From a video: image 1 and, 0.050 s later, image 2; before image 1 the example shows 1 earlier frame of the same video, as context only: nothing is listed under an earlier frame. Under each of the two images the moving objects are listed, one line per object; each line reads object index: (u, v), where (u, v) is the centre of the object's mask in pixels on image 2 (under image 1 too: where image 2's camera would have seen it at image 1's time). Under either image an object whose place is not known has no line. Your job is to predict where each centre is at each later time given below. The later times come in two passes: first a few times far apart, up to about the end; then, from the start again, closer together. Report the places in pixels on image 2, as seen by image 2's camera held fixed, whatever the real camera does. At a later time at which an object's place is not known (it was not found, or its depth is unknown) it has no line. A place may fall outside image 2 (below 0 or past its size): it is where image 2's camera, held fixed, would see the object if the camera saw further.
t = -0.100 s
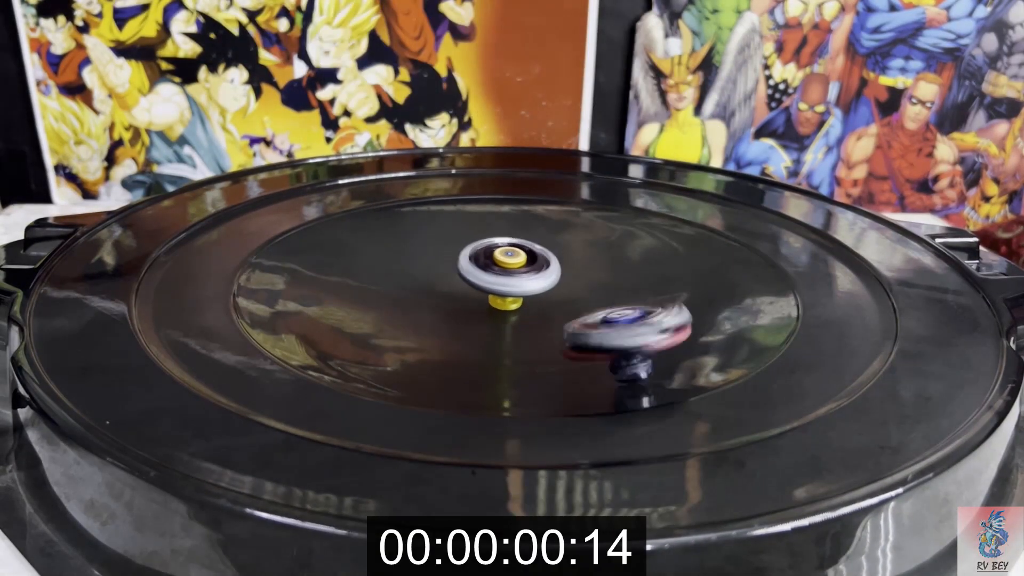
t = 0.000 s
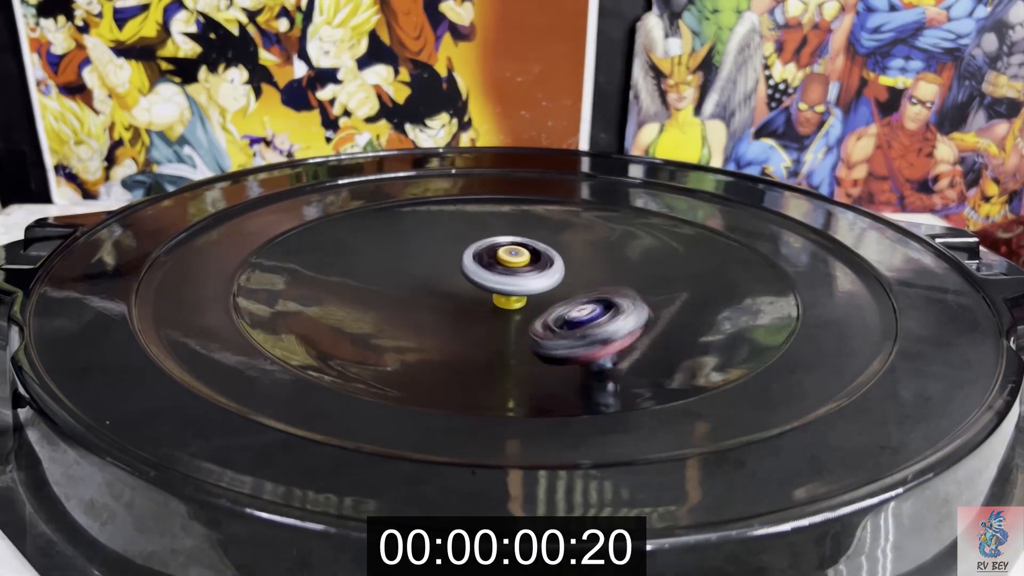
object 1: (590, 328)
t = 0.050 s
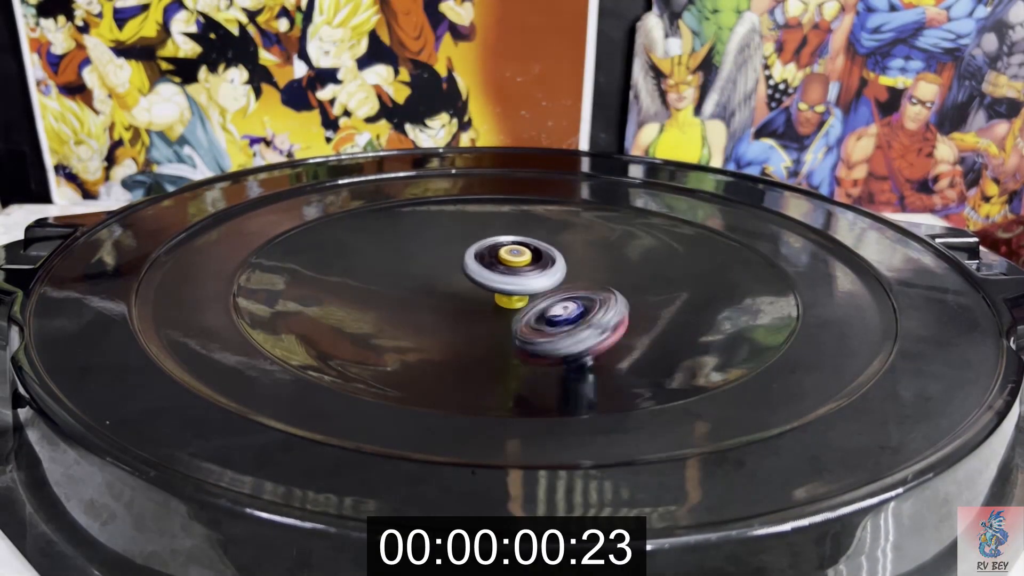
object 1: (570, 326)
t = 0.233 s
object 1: (455, 298)
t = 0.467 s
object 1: (410, 263)
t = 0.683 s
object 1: (418, 262)
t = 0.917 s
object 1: (443, 270)
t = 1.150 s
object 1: (465, 266)
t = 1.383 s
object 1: (475, 243)
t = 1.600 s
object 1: (488, 245)
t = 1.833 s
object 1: (508, 255)
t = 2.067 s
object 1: (548, 261)
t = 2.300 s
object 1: (578, 261)
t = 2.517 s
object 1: (582, 266)
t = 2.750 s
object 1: (575, 275)
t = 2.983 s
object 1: (565, 292)
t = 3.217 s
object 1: (565, 304)
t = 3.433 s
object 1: (563, 305)
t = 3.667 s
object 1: (581, 299)
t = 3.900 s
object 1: (547, 296)
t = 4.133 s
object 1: (597, 299)
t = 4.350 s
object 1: (574, 307)
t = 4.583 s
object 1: (555, 311)
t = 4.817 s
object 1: (537, 312)
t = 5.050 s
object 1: (518, 311)
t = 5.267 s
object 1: (498, 310)
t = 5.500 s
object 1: (483, 306)
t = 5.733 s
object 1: (473, 303)
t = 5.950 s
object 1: (468, 298)
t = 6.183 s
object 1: (465, 294)
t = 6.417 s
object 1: (460, 286)
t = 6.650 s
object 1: (454, 274)
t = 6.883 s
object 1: (458, 272)
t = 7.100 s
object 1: (472, 270)
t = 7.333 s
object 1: (495, 267)
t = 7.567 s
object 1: (512, 263)
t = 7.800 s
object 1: (532, 254)
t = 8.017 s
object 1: (538, 256)
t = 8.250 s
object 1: (544, 268)
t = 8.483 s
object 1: (562, 284)
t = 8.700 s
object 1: (603, 293)
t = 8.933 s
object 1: (635, 291)
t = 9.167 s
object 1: (612, 289)
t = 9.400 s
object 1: (536, 305)
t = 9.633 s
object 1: (452, 302)
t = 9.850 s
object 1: (433, 301)
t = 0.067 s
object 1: (564, 323)
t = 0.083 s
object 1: (556, 321)
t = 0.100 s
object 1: (548, 319)
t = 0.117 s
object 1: (539, 317)
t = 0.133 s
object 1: (530, 312)
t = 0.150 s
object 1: (515, 311)
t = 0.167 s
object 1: (500, 308)
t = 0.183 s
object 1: (486, 307)
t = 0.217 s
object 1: (464, 301)
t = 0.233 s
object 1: (455, 298)
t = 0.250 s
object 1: (447, 294)
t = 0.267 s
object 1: (439, 290)
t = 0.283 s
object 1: (432, 287)
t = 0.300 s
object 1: (427, 282)
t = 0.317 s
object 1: (423, 279)
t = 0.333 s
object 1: (420, 276)
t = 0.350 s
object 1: (418, 273)
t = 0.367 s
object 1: (417, 270)
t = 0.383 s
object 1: (416, 268)
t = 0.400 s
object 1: (414, 267)
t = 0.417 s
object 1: (412, 266)
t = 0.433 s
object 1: (411, 265)
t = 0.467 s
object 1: (410, 263)
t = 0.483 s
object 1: (409, 262)
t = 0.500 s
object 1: (410, 261)
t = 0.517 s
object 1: (409, 262)
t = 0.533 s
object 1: (410, 261)
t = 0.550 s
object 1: (410, 260)
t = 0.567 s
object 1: (410, 260)
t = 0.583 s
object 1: (411, 260)
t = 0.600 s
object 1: (412, 261)
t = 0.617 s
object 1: (414, 261)
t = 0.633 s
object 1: (415, 261)
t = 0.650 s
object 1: (416, 261)
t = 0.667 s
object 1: (417, 262)
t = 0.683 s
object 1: (418, 262)
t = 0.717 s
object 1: (422, 263)
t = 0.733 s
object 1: (424, 264)
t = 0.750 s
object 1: (425, 265)
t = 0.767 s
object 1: (424, 265)
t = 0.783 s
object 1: (423, 265)
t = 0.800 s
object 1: (424, 265)
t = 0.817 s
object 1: (427, 266)
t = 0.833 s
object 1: (429, 267)
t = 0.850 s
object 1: (433, 268)
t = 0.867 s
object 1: (436, 269)
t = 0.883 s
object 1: (438, 269)
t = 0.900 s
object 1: (440, 270)
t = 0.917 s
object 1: (443, 270)
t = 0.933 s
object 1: (443, 269)
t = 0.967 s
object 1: (441, 267)
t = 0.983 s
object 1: (444, 267)
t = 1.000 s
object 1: (446, 267)
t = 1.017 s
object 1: (448, 267)
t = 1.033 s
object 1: (450, 268)
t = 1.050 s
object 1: (453, 267)
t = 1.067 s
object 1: (454, 267)
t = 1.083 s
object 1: (457, 267)
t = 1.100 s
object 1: (460, 267)
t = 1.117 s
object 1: (461, 266)
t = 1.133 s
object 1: (464, 266)
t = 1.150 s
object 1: (465, 266)
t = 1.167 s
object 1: (465, 262)
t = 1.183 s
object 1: (463, 258)
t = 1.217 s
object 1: (462, 252)
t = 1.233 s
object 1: (463, 250)
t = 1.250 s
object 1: (464, 249)
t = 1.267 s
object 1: (466, 248)
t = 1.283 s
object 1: (468, 247)
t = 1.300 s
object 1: (469, 246)
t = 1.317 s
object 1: (470, 245)
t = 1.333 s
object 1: (471, 245)
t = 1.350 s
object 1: (472, 244)
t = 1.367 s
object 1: (474, 243)
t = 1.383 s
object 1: (475, 243)
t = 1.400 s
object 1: (476, 243)
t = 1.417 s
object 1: (476, 243)
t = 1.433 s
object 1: (477, 242)
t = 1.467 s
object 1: (479, 243)
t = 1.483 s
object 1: (480, 242)
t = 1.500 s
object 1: (482, 243)
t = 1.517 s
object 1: (482, 243)
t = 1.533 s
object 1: (483, 243)
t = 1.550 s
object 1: (485, 244)
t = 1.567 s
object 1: (486, 244)
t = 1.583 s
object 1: (487, 244)
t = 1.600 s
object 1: (488, 245)
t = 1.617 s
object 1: (489, 246)
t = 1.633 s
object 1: (490, 246)
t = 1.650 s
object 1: (491, 247)
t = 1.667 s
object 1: (492, 247)
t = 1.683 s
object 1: (493, 247)
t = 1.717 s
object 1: (496, 249)
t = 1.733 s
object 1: (497, 250)
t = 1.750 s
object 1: (499, 250)
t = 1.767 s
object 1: (500, 252)
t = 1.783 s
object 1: (502, 252)
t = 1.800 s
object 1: (503, 253)
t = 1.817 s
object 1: (505, 254)
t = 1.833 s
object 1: (508, 255)
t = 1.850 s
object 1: (510, 256)
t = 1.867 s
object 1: (512, 257)
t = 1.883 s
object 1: (515, 259)
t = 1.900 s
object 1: (517, 259)
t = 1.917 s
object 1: (519, 261)
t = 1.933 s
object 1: (521, 262)
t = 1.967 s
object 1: (526, 261)
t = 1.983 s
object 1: (529, 261)
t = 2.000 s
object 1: (532, 261)
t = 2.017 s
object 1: (536, 261)
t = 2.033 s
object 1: (540, 260)
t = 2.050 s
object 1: (544, 260)
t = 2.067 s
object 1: (548, 261)
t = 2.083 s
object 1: (551, 261)
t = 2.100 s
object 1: (554, 261)
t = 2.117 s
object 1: (558, 261)
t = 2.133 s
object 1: (560, 262)
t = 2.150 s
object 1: (562, 261)
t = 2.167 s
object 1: (565, 261)
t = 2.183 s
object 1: (567, 262)
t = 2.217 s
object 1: (571, 261)
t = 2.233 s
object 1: (573, 261)
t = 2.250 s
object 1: (574, 261)
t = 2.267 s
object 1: (576, 261)
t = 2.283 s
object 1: (577, 261)
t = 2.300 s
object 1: (578, 261)
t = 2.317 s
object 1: (579, 261)
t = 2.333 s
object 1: (580, 261)
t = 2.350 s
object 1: (581, 261)
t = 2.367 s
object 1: (581, 262)
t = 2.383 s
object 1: (582, 262)
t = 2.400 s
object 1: (583, 263)
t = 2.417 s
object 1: (583, 263)
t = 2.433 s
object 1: (583, 264)
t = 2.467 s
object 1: (583, 264)
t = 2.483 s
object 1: (583, 265)
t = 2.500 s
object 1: (582, 265)
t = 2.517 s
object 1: (582, 266)
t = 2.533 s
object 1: (582, 266)
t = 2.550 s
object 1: (582, 266)
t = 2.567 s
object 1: (582, 267)
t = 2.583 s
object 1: (581, 267)
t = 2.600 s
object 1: (581, 268)
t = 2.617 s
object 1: (580, 269)
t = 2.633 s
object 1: (580, 269)
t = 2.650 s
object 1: (579, 270)
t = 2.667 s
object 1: (579, 271)
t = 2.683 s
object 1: (578, 271)
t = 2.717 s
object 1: (577, 273)
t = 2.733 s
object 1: (576, 274)
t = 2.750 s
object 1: (575, 275)
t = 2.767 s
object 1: (575, 276)
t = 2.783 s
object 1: (574, 277)
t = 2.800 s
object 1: (573, 278)
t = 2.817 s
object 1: (572, 280)
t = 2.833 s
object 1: (571, 281)
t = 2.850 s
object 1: (571, 282)
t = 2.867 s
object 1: (570, 283)
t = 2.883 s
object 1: (569, 284)
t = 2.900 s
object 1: (569, 286)
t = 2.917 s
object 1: (567, 287)
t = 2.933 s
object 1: (567, 288)
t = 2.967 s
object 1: (565, 291)
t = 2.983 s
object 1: (565, 292)
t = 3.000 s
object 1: (565, 293)
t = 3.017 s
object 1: (564, 294)
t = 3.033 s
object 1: (564, 295)
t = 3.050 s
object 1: (564, 297)
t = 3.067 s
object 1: (563, 298)
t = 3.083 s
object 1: (563, 299)
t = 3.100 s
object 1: (564, 299)
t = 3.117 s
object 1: (565, 301)
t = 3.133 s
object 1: (565, 301)
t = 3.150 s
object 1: (565, 302)
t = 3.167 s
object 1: (564, 303)
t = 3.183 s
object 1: (565, 303)
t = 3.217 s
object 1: (565, 304)
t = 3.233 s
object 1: (566, 305)
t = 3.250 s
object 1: (566, 305)
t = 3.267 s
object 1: (565, 305)
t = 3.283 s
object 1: (565, 305)
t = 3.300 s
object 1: (566, 305)
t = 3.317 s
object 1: (565, 305)
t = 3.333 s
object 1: (565, 305)
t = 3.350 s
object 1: (565, 305)
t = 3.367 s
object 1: (564, 305)
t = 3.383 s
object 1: (564, 305)
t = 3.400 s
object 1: (564, 305)
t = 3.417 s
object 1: (563, 305)
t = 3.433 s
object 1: (563, 305)
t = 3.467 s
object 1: (582, 304)
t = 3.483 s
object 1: (588, 303)
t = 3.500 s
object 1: (593, 303)
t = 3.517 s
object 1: (595, 302)
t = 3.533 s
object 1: (595, 302)
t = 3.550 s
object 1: (594, 301)
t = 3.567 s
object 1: (592, 301)
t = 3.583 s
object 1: (590, 301)
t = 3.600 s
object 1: (588, 300)
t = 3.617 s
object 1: (585, 300)
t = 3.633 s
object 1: (584, 300)
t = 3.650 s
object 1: (582, 300)
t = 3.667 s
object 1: (581, 299)
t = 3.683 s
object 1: (580, 299)
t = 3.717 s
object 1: (577, 298)
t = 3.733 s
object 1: (576, 298)
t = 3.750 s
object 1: (574, 297)
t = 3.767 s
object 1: (572, 297)
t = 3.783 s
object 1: (570, 297)
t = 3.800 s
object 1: (567, 297)
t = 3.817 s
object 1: (565, 297)
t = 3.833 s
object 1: (562, 297)
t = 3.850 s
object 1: (558, 296)
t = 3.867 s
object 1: (555, 296)
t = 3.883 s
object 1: (551, 296)
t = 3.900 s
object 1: (547, 296)
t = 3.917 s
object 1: (542, 296)
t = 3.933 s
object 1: (551, 298)
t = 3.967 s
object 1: (579, 298)
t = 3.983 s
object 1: (589, 296)
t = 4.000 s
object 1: (597, 297)
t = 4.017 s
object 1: (602, 296)
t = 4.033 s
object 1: (606, 296)
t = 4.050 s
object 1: (607, 297)
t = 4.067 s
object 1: (605, 297)
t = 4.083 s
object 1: (602, 297)
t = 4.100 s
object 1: (600, 298)
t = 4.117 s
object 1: (598, 299)
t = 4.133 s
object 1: (597, 299)
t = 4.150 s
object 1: (596, 301)
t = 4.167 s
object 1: (594, 301)
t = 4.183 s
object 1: (592, 302)
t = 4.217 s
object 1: (588, 303)
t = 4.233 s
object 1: (586, 304)
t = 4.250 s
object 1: (584, 304)
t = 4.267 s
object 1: (583, 305)
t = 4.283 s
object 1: (581, 306)
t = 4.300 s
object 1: (579, 306)
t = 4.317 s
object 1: (578, 306)
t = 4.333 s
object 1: (576, 307)
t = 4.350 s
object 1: (574, 307)
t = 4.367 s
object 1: (573, 307)
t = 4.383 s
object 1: (571, 308)
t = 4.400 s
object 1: (570, 309)
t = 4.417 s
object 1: (568, 309)
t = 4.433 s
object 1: (567, 309)
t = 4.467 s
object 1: (564, 310)
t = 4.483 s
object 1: (562, 310)
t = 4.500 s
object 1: (561, 311)
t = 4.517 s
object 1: (560, 311)
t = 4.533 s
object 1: (558, 311)
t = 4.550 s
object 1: (557, 311)
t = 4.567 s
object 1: (556, 312)
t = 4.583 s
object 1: (555, 311)
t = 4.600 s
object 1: (553, 312)
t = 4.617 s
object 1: (552, 312)
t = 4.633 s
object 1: (551, 312)
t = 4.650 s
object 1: (549, 313)
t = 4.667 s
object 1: (548, 313)
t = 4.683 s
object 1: (547, 313)
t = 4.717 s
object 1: (544, 312)
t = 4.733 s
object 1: (543, 313)
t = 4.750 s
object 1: (541, 313)
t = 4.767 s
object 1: (541, 312)
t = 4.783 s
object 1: (540, 313)
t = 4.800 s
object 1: (538, 312)
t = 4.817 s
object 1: (537, 312)
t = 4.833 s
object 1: (535, 313)
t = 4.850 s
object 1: (534, 312)
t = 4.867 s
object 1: (533, 313)
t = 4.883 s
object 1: (532, 313)
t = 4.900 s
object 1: (531, 312)
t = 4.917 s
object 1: (530, 313)
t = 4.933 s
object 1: (529, 312)
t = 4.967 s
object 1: (526, 312)
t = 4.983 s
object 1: (524, 312)
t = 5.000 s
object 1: (523, 313)
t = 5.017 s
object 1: (521, 312)
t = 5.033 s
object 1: (519, 311)
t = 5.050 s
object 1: (518, 311)
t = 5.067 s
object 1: (517, 311)
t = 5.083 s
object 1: (515, 311)
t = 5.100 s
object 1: (514, 311)
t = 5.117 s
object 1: (513, 311)
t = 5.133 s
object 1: (511, 311)
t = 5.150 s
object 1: (510, 310)
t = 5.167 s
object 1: (508, 311)
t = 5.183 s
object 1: (507, 310)
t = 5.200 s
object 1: (506, 310)
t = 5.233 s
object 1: (502, 310)
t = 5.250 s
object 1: (500, 310)
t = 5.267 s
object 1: (498, 310)
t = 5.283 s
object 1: (497, 310)
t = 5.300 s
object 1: (496, 309)
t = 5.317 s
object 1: (495, 309)
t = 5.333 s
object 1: (494, 308)
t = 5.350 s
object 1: (492, 308)
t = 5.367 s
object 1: (492, 308)
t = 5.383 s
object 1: (491, 308)
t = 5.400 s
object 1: (489, 308)
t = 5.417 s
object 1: (488, 308)
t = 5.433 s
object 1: (487, 308)
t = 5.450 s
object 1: (486, 307)
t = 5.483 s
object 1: (484, 307)
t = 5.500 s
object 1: (483, 306)
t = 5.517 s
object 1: (482, 306)
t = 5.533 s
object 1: (481, 306)
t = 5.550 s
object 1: (481, 305)
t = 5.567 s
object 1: (480, 305)
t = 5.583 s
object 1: (479, 305)
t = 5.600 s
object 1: (479, 304)
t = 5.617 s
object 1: (478, 305)
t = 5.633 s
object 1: (477, 304)
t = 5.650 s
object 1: (476, 304)
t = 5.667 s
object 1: (475, 304)
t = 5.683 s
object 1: (474, 304)
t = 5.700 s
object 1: (473, 304)
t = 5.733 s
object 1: (473, 303)
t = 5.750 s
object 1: (472, 302)
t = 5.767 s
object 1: (472, 302)
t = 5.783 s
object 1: (472, 301)
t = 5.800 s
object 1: (471, 301)
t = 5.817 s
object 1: (471, 301)
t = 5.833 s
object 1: (471, 300)
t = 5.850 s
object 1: (471, 300)
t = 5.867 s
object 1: (471, 300)
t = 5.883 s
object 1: (470, 300)
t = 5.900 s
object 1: (470, 299)
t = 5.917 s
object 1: (469, 299)
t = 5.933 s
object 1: (469, 299)
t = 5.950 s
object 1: (468, 298)
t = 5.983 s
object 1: (467, 298)
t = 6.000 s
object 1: (467, 298)
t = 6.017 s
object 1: (467, 297)
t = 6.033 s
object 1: (466, 296)
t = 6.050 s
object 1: (466, 296)
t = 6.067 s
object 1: (466, 296)
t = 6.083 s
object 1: (466, 296)
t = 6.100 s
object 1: (466, 295)
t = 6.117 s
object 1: (466, 295)
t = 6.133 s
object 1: (466, 295)
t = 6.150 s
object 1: (466, 294)
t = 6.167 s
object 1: (465, 294)
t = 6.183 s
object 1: (465, 294)
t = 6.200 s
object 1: (465, 293)
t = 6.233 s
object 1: (464, 292)
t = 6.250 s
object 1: (464, 292)
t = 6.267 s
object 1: (464, 291)
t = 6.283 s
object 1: (463, 291)
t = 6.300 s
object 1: (463, 290)
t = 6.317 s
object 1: (463, 290)
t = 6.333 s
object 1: (463, 290)
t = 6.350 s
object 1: (464, 289)
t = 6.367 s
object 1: (464, 289)
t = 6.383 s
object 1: (464, 288)
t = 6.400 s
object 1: (464, 288)
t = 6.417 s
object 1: (460, 286)
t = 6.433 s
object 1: (458, 283)
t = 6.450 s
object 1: (456, 282)
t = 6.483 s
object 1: (455, 280)
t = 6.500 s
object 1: (455, 279)
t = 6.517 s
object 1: (454, 278)
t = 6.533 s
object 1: (454, 278)
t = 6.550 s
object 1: (454, 277)
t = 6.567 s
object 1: (453, 277)
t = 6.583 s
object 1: (454, 276)
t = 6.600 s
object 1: (454, 275)
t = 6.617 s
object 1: (453, 275)
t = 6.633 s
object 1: (453, 275)
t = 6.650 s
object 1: (454, 274)
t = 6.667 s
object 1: (454, 275)
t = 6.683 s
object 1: (454, 275)
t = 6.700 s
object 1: (454, 274)
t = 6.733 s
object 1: (455, 274)
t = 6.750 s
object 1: (455, 274)
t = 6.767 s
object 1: (455, 274)
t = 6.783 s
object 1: (456, 273)
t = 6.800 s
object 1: (456, 274)
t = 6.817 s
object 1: (457, 273)
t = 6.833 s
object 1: (457, 273)
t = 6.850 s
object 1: (457, 273)
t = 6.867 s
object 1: (458, 273)
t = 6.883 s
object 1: (458, 272)
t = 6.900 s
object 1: (459, 272)
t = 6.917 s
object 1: (459, 272)
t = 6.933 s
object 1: (460, 272)
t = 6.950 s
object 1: (461, 271)
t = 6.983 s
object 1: (463, 270)
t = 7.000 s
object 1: (464, 270)
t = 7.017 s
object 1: (465, 270)
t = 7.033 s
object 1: (466, 270)
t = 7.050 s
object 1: (468, 270)
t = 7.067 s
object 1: (469, 270)
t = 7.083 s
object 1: (471, 270)
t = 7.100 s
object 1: (472, 270)
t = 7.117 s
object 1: (473, 270)
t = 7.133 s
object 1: (475, 270)
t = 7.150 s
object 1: (477, 270)
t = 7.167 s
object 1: (479, 270)
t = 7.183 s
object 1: (480, 270)
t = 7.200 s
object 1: (482, 269)
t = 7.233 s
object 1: (485, 269)
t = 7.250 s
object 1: (487, 269)
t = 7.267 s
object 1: (489, 269)
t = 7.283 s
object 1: (490, 269)
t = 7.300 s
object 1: (492, 269)
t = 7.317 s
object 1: (493, 268)
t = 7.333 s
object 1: (495, 267)
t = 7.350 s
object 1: (497, 267)
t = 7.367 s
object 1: (498, 266)
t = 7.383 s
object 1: (500, 266)
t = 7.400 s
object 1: (501, 266)
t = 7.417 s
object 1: (503, 265)
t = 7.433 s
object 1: (504, 265)
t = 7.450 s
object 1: (505, 264)
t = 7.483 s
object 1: (508, 264)
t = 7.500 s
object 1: (509, 264)
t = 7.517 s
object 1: (510, 263)
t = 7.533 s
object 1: (511, 263)
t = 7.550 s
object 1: (511, 263)
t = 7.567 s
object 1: (512, 263)
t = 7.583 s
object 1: (514, 263)
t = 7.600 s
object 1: (514, 262)
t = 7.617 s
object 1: (515, 262)
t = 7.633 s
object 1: (516, 262)
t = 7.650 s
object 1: (516, 262)
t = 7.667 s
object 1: (517, 262)
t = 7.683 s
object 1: (522, 260)
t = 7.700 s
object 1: (525, 259)
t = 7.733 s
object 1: (530, 256)
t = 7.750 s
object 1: (531, 255)
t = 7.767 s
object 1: (531, 255)
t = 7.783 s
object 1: (532, 254)
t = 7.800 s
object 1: (532, 254)
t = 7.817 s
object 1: (533, 254)
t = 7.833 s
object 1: (534, 254)
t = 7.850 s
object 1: (534, 254)
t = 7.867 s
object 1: (535, 254)
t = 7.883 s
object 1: (535, 254)
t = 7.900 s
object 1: (536, 254)
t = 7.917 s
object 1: (536, 254)
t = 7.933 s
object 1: (537, 255)
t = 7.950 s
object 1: (537, 255)
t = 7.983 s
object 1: (538, 255)
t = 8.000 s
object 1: (538, 256)
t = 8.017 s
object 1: (538, 256)
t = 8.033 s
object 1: (539, 256)
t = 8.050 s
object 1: (539, 257)
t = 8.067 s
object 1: (539, 258)
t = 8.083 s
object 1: (540, 258)
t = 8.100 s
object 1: (540, 259)
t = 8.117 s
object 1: (540, 259)
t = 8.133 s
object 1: (541, 260)
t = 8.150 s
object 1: (541, 261)
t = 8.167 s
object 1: (542, 262)
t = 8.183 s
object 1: (542, 263)
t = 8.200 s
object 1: (542, 264)
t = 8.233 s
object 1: (544, 266)
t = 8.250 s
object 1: (544, 268)
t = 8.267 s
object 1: (545, 269)
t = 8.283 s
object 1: (546, 271)
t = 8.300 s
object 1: (547, 272)
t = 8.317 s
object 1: (548, 272)
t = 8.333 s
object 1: (549, 274)
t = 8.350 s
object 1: (550, 275)
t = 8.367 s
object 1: (551, 276)
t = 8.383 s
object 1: (553, 278)
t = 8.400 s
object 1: (554, 279)
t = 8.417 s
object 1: (556, 280)
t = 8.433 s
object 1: (557, 281)
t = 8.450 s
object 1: (559, 282)
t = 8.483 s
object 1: (562, 284)
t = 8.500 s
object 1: (563, 285)
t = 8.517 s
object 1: (565, 285)
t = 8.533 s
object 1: (567, 286)
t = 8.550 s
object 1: (568, 287)
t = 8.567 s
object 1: (569, 287)
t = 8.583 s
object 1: (571, 288)
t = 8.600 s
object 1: (572, 289)
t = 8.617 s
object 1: (573, 289)
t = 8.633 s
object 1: (574, 289)
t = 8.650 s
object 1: (575, 290)
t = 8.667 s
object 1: (579, 290)
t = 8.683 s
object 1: (592, 292)
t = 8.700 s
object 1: (603, 293)
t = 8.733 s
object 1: (617, 294)
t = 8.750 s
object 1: (622, 294)
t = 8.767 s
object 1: (625, 293)
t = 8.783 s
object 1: (628, 293)
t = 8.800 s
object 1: (630, 293)
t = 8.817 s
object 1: (632, 293)
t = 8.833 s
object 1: (633, 292)
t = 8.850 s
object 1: (634, 293)
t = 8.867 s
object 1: (635, 292)
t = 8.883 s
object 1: (635, 292)
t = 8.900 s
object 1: (636, 291)
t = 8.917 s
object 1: (636, 291)
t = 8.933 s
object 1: (635, 291)
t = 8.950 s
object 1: (635, 290)
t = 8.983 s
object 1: (633, 290)
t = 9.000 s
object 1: (632, 290)
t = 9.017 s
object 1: (630, 290)
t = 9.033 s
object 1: (629, 289)
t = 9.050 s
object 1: (627, 289)
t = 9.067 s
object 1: (626, 289)
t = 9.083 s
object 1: (625, 289)
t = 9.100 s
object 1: (623, 288)
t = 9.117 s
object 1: (621, 288)
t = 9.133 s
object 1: (618, 288)
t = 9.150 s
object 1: (615, 288)
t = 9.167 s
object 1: (612, 289)
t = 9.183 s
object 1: (608, 290)
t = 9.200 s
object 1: (605, 292)
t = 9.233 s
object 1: (599, 295)
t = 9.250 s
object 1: (594, 297)
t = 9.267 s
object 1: (589, 299)
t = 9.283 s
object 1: (584, 300)
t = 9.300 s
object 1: (578, 301)
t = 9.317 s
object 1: (572, 302)
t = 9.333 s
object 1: (566, 303)
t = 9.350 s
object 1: (558, 304)
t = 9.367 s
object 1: (551, 305)
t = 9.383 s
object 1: (544, 306)
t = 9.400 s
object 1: (536, 305)
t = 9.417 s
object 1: (529, 306)
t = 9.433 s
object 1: (521, 306)
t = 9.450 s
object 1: (514, 306)
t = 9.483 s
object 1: (500, 305)
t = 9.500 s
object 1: (493, 305)
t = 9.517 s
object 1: (487, 305)
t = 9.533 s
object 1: (481, 304)
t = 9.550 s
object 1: (475, 304)
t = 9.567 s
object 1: (469, 303)
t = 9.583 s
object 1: (465, 303)
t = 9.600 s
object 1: (460, 303)
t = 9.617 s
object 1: (456, 302)
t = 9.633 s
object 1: (452, 302)
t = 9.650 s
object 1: (449, 302)
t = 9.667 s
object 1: (446, 301)
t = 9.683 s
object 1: (444, 301)
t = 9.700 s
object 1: (442, 301)
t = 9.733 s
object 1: (438, 301)
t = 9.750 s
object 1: (437, 301)
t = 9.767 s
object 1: (436, 300)
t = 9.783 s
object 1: (435, 301)
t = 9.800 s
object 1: (434, 301)
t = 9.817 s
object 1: (433, 300)
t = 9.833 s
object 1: (433, 301)
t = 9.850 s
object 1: (433, 301)
